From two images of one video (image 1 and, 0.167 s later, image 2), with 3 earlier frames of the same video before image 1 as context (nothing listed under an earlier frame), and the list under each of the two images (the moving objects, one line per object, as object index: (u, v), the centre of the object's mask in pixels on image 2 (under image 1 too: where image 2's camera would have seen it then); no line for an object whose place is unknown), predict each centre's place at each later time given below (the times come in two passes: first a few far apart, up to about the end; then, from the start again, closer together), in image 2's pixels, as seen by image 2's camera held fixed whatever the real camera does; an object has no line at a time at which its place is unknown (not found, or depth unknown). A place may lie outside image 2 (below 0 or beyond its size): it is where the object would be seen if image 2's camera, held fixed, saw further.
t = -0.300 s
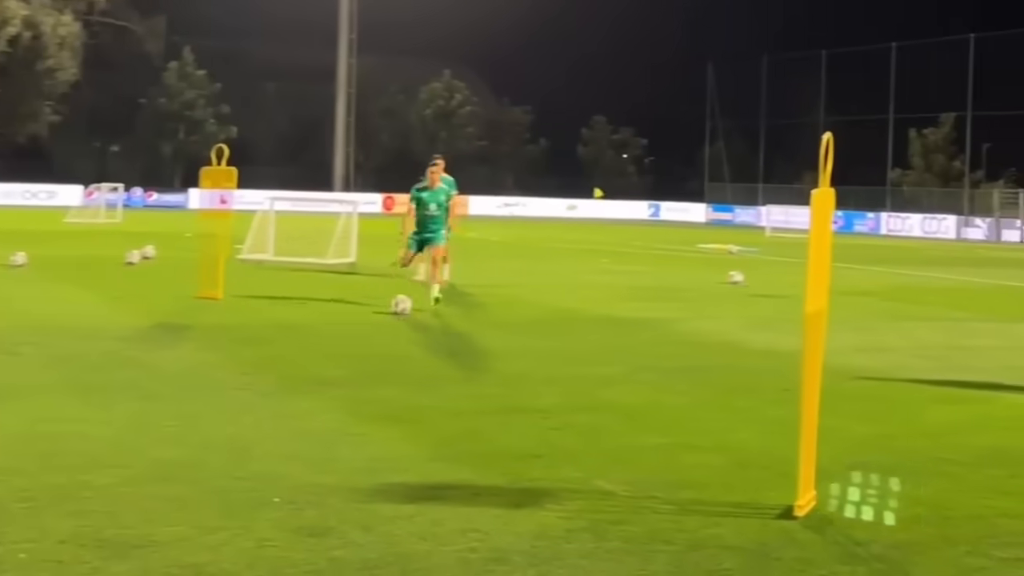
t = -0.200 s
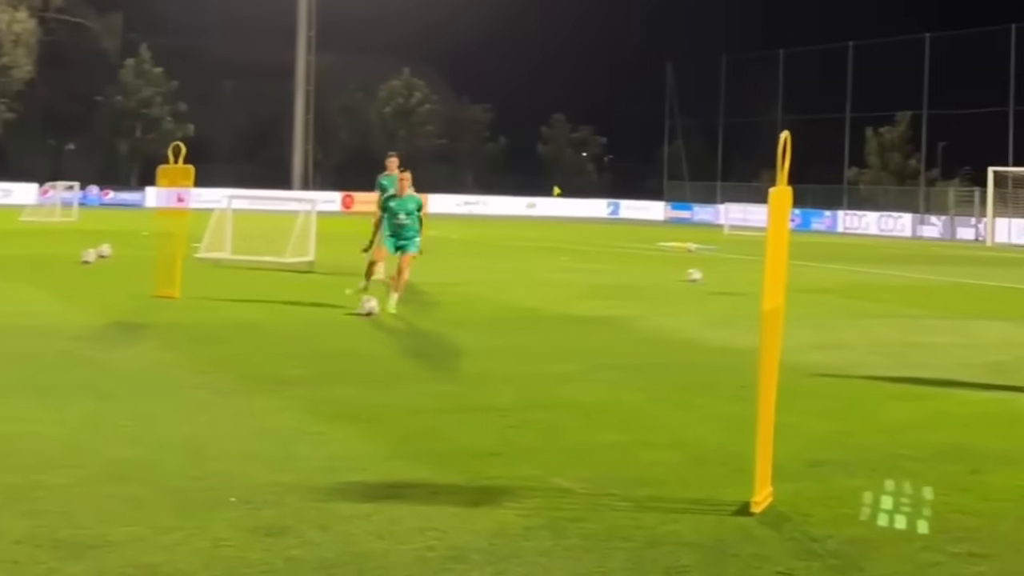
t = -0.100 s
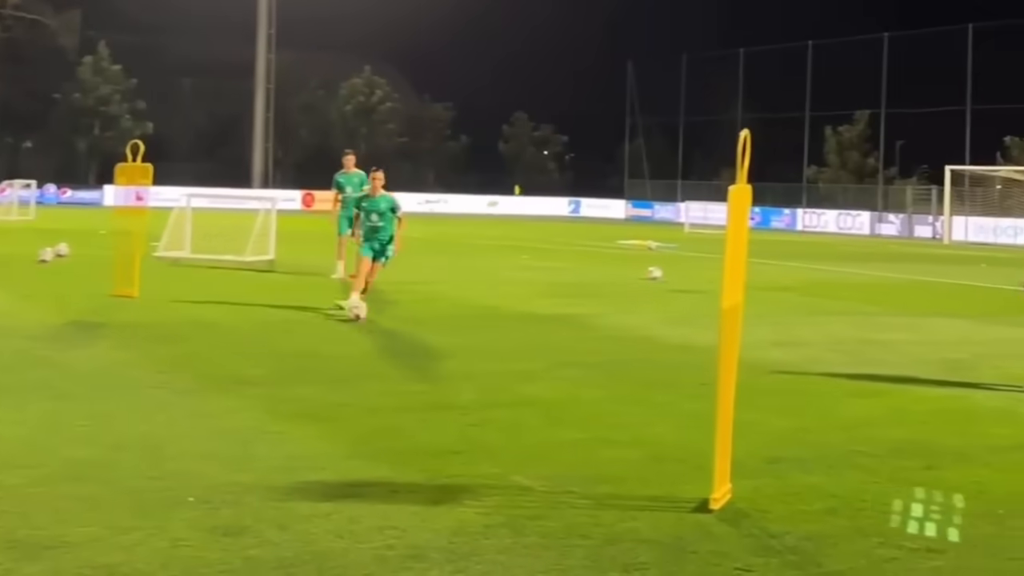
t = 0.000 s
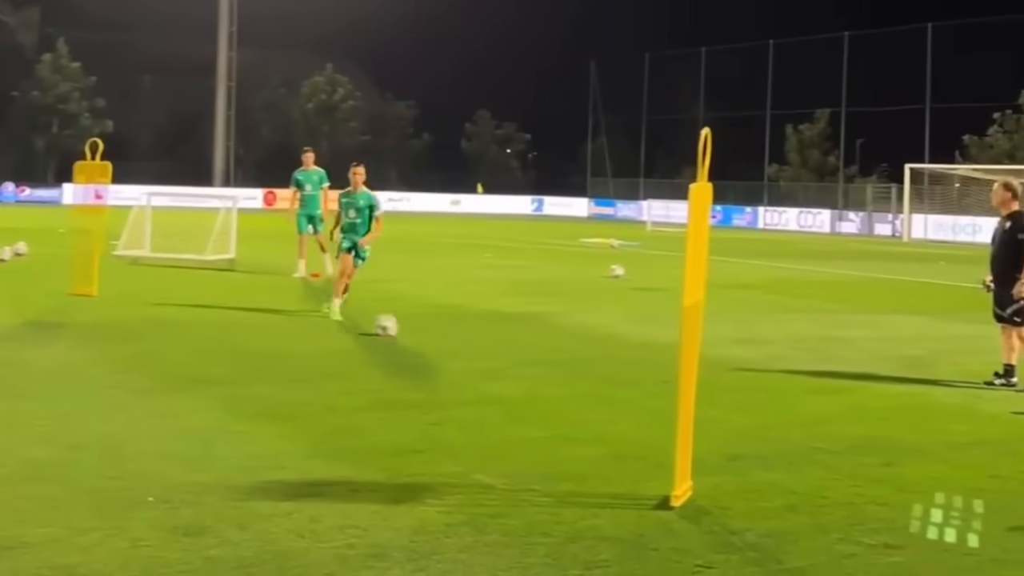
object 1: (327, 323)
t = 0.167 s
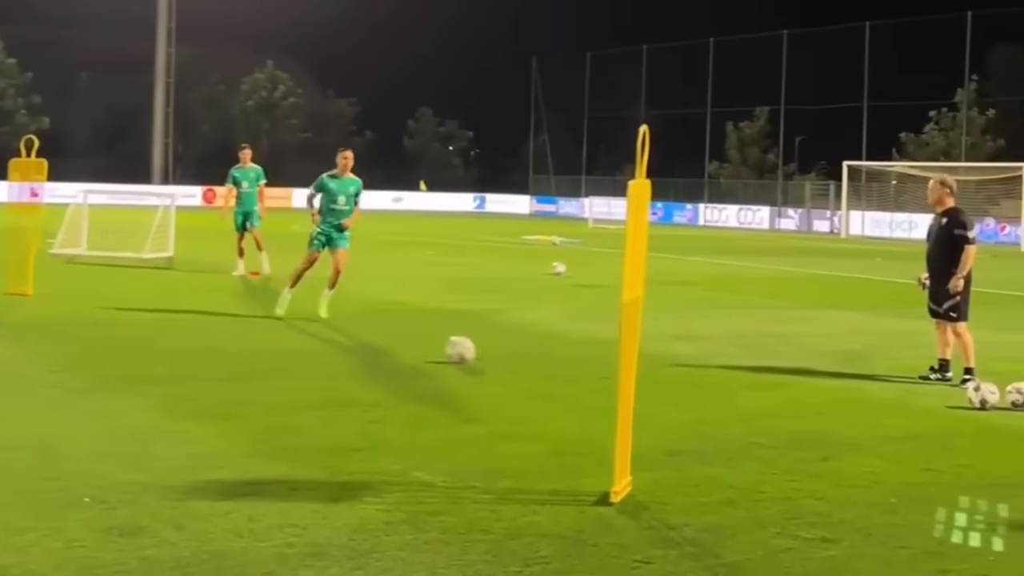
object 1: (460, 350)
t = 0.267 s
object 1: (556, 369)
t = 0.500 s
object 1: (832, 424)
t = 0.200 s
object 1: (491, 359)
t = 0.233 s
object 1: (523, 364)
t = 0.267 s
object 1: (556, 369)
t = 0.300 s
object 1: (591, 375)
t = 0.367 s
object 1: (666, 393)
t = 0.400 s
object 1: (706, 402)
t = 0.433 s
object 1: (745, 407)
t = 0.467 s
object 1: (788, 415)
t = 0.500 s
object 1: (832, 424)
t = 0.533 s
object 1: (880, 435)
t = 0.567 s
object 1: (931, 448)
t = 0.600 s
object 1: (982, 459)
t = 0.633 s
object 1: (1035, 469)
